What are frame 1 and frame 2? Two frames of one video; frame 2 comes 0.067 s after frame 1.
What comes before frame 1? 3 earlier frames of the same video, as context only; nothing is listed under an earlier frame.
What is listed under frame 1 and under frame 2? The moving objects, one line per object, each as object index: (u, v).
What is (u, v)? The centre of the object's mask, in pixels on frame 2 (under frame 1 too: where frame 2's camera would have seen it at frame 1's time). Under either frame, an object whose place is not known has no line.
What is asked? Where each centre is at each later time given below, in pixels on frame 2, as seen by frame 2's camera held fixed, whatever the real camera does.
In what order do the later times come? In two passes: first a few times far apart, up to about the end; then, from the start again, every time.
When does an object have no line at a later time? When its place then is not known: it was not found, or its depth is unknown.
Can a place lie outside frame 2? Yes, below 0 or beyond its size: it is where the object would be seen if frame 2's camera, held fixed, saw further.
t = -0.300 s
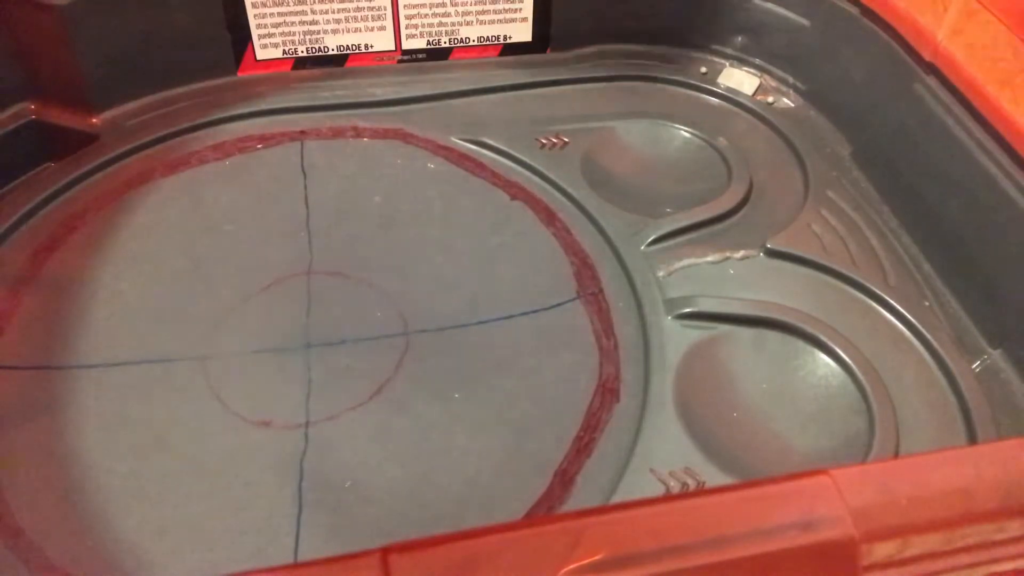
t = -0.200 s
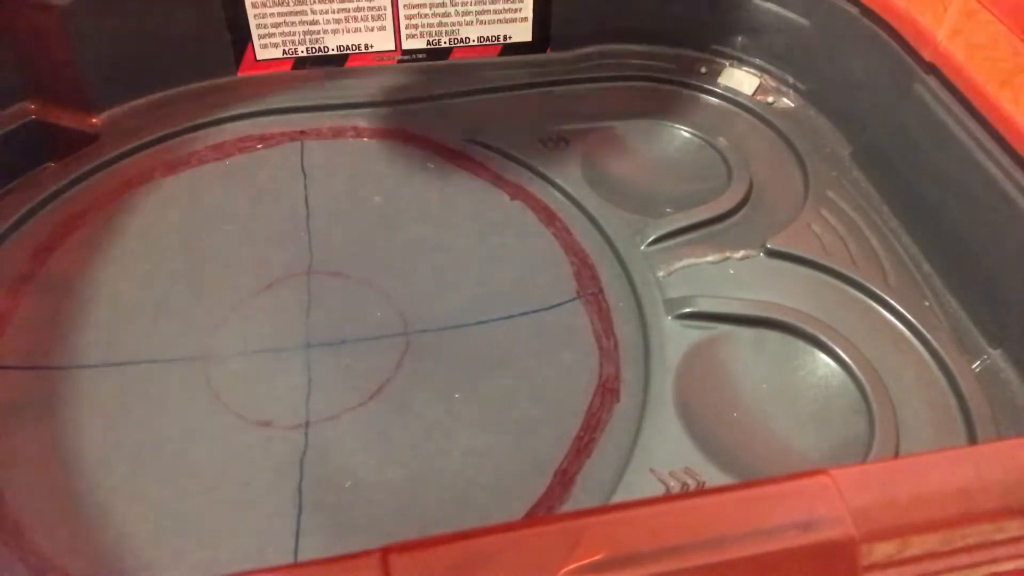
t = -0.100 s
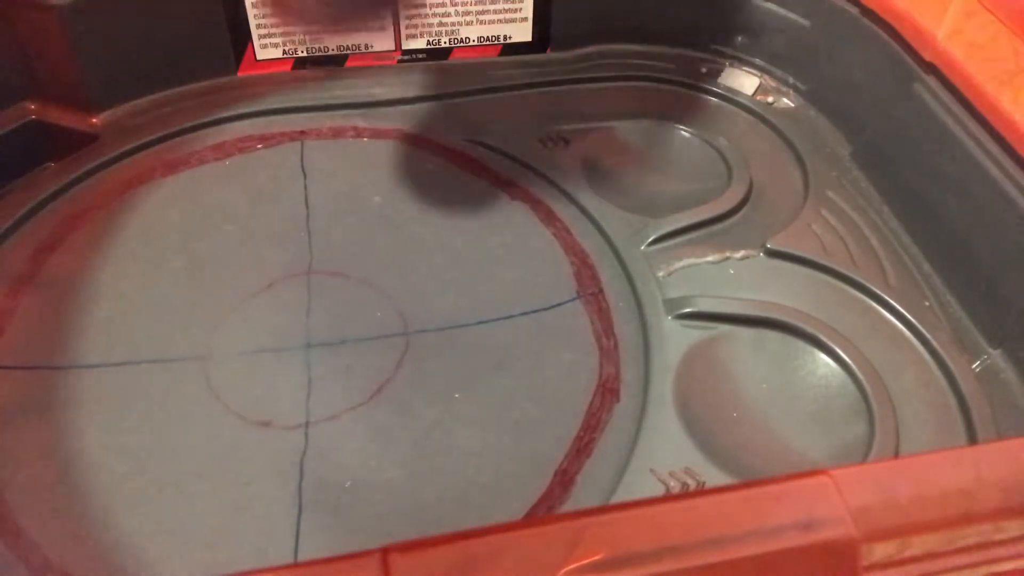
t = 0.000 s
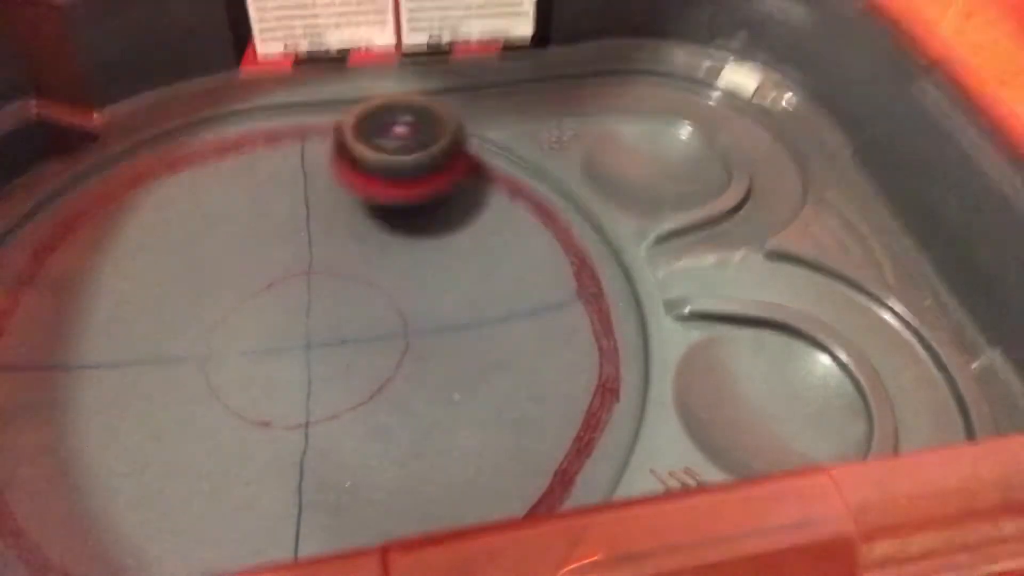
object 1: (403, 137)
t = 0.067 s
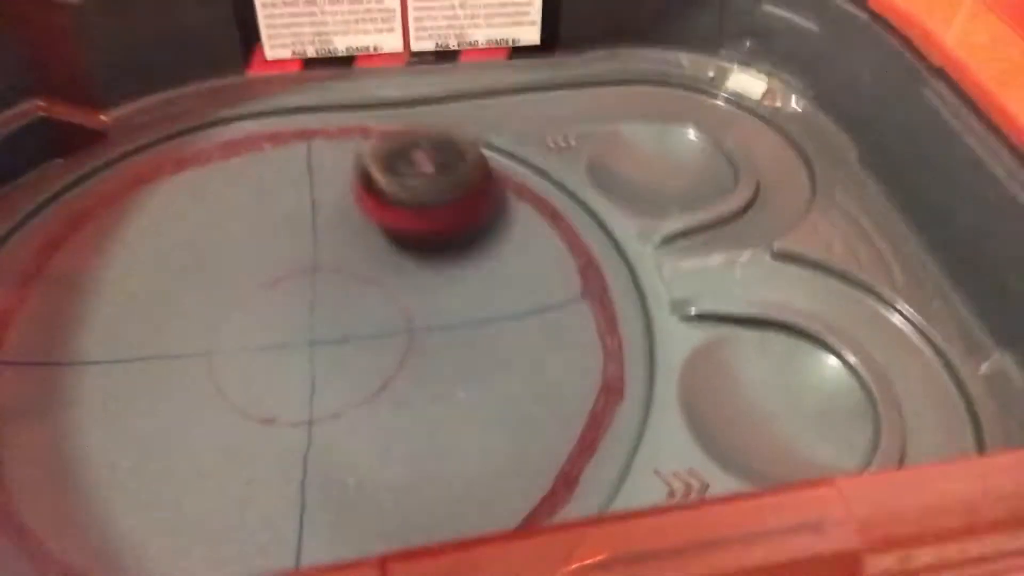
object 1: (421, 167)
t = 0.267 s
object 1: (473, 247)
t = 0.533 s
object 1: (462, 306)
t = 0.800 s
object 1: (401, 314)
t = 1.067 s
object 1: (335, 303)
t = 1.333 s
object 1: (300, 262)
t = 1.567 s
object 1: (289, 239)
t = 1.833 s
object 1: (286, 220)
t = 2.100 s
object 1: (293, 213)
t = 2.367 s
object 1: (290, 219)
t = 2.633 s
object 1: (259, 241)
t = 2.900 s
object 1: (227, 258)
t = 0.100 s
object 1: (432, 180)
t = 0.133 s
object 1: (442, 196)
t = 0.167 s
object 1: (450, 210)
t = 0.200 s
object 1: (463, 221)
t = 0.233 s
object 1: (472, 234)
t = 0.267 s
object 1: (473, 247)
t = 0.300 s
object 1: (477, 260)
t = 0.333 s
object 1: (477, 272)
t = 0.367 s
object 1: (481, 278)
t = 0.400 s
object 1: (479, 286)
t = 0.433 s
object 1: (472, 296)
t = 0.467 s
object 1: (468, 302)
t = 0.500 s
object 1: (464, 305)
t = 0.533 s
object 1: (462, 306)
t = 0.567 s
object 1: (456, 308)
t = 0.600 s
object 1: (450, 310)
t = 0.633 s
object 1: (444, 311)
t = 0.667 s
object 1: (432, 315)
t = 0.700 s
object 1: (424, 315)
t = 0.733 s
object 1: (418, 315)
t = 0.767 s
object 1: (409, 315)
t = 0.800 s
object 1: (401, 314)
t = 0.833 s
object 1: (397, 309)
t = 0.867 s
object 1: (385, 312)
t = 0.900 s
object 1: (376, 311)
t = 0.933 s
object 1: (368, 309)
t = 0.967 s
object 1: (360, 309)
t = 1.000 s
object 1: (351, 307)
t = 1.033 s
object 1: (343, 306)
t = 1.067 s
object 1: (335, 303)
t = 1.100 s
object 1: (328, 301)
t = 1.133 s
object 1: (321, 297)
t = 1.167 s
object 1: (316, 293)
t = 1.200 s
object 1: (311, 287)
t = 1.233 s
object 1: (307, 282)
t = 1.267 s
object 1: (306, 273)
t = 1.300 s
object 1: (301, 271)
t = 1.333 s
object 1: (300, 262)
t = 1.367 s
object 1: (299, 258)
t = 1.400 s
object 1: (296, 254)
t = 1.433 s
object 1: (295, 250)
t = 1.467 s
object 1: (293, 247)
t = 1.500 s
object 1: (291, 244)
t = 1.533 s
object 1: (290, 241)
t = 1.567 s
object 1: (289, 239)
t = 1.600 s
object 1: (287, 235)
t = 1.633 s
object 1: (286, 233)
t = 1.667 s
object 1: (285, 230)
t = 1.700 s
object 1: (285, 228)
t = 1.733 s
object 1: (284, 226)
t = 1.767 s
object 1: (285, 223)
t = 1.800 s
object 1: (285, 222)
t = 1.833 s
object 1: (286, 220)
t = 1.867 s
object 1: (287, 219)
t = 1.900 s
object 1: (288, 217)
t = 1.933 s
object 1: (289, 216)
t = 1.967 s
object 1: (290, 215)
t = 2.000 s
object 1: (291, 214)
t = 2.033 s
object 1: (292, 214)
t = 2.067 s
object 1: (292, 213)
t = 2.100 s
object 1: (293, 213)
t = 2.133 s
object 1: (294, 213)
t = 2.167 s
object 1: (294, 214)
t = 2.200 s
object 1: (295, 214)
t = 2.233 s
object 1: (295, 214)
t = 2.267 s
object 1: (295, 215)
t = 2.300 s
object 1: (294, 216)
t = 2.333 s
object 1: (293, 217)
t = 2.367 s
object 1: (290, 219)
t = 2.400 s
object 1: (288, 221)
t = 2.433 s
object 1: (285, 223)
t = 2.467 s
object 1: (282, 225)
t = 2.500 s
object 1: (279, 227)
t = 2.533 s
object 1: (275, 229)
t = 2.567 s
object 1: (268, 237)
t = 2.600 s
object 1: (264, 239)
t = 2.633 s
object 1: (259, 241)
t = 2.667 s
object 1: (255, 244)
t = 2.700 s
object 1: (250, 246)
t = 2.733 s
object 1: (246, 248)
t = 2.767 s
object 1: (242, 250)
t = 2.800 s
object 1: (238, 252)
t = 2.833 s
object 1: (234, 254)
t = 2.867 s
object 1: (230, 256)
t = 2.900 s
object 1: (227, 258)
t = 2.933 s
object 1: (224, 258)
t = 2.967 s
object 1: (221, 261)
